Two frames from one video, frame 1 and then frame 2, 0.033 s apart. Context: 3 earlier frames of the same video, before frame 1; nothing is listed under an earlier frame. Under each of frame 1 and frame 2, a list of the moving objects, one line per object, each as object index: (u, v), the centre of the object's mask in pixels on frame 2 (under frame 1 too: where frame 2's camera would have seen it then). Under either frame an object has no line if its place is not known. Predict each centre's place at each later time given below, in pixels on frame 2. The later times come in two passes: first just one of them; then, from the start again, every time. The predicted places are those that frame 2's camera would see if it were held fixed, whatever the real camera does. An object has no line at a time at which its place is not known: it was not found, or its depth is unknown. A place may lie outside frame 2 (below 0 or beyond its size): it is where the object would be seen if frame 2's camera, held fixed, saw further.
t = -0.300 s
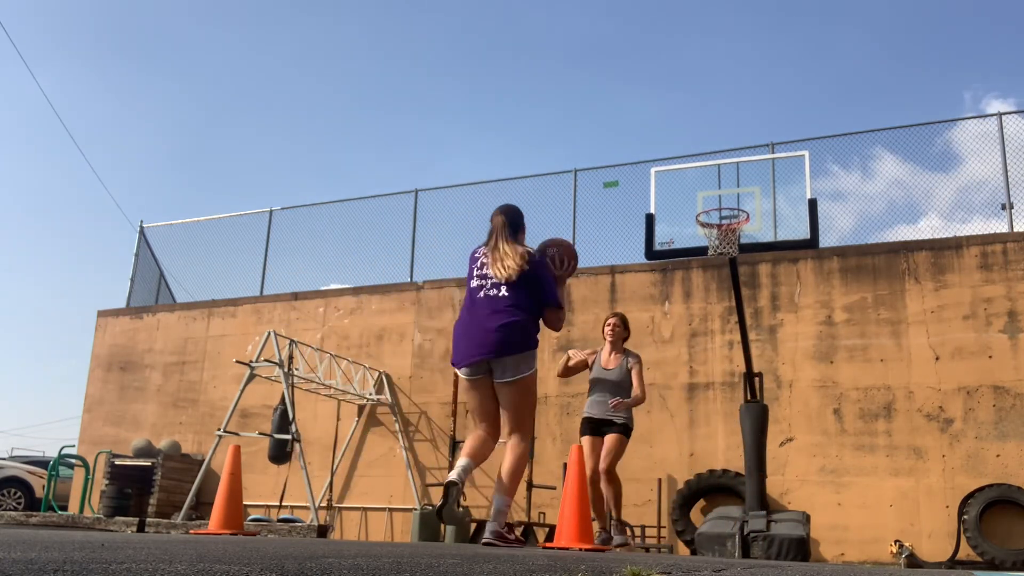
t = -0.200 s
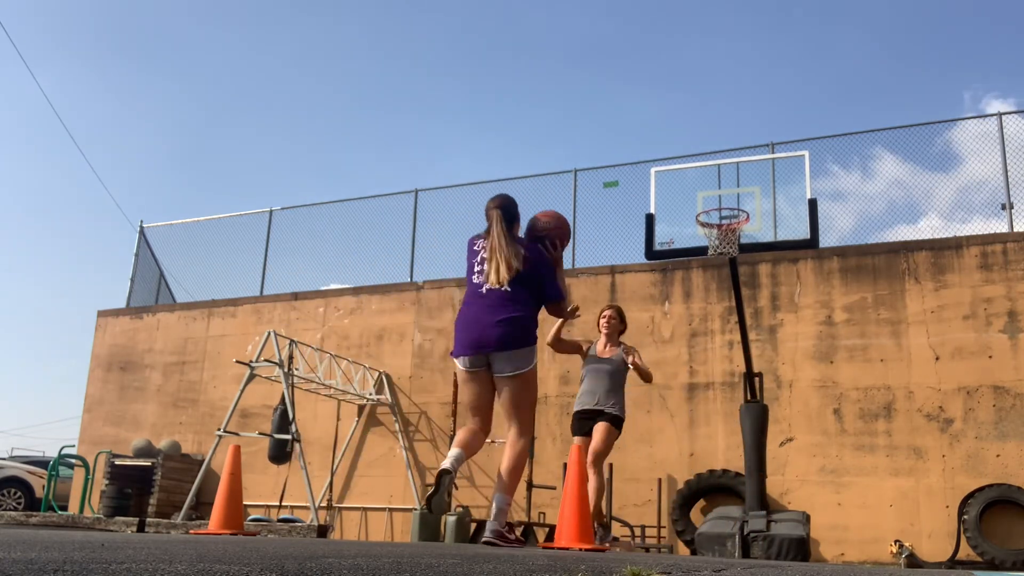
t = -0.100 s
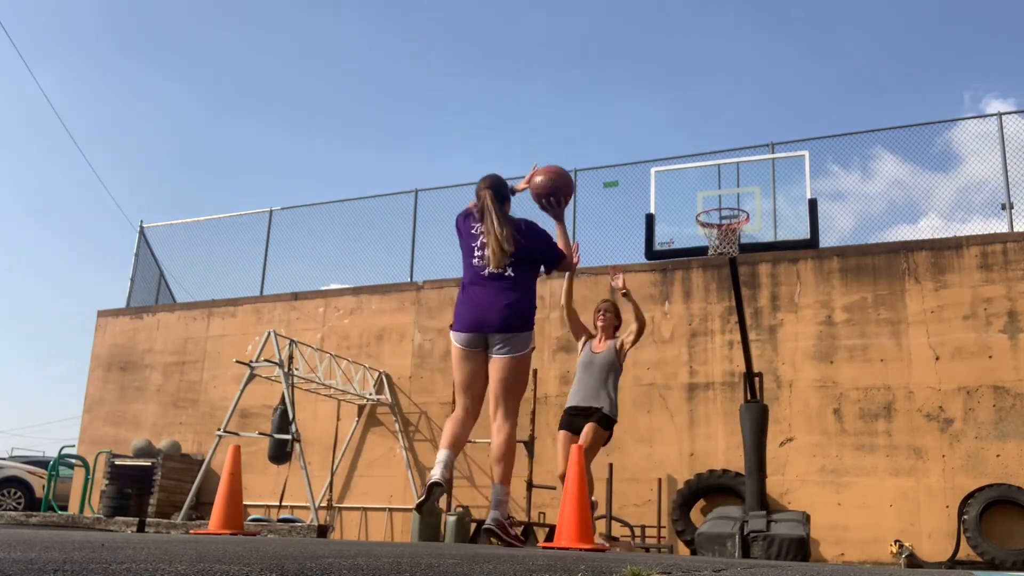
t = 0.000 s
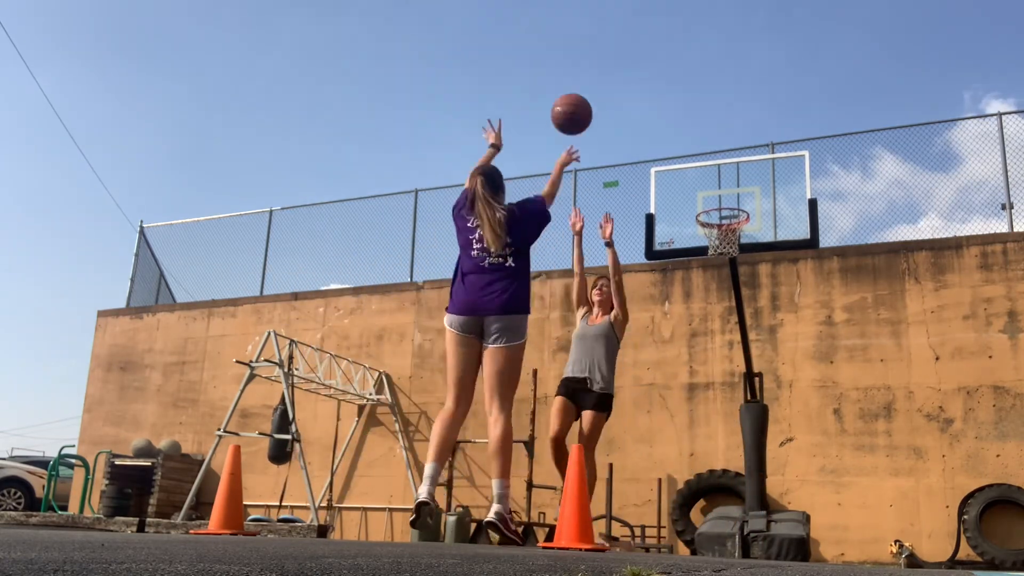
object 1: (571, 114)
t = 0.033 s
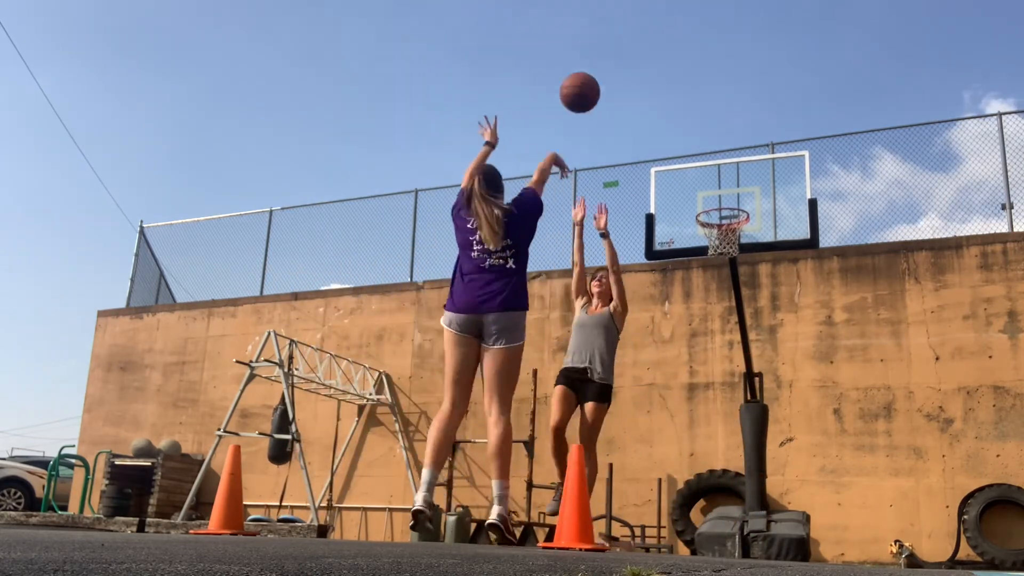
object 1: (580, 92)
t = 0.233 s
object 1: (621, 14)
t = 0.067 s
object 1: (587, 73)
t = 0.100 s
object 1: (595, 57)
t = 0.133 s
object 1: (602, 43)
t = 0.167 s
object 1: (608, 30)
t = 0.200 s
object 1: (615, 20)
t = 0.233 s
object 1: (621, 14)
